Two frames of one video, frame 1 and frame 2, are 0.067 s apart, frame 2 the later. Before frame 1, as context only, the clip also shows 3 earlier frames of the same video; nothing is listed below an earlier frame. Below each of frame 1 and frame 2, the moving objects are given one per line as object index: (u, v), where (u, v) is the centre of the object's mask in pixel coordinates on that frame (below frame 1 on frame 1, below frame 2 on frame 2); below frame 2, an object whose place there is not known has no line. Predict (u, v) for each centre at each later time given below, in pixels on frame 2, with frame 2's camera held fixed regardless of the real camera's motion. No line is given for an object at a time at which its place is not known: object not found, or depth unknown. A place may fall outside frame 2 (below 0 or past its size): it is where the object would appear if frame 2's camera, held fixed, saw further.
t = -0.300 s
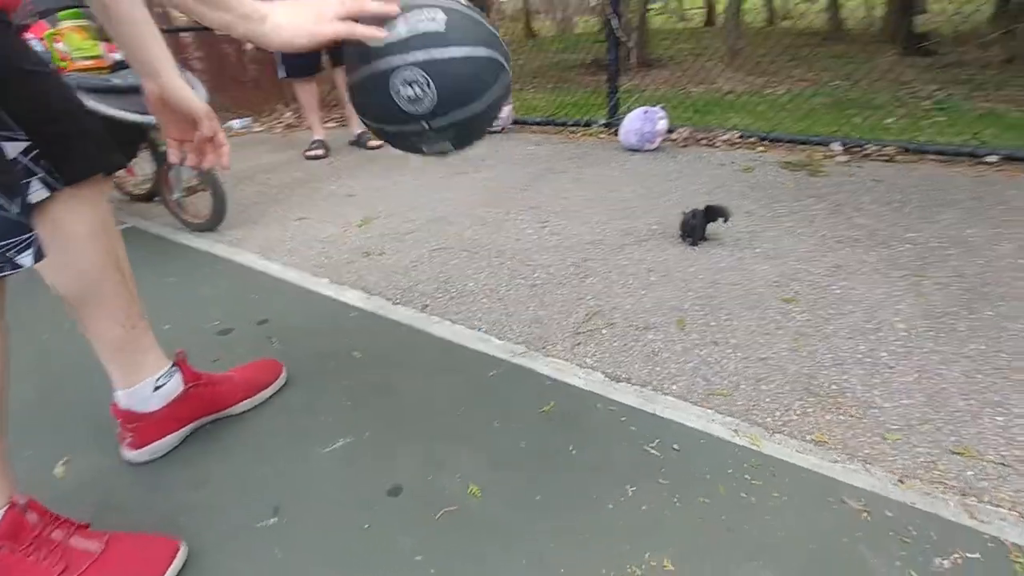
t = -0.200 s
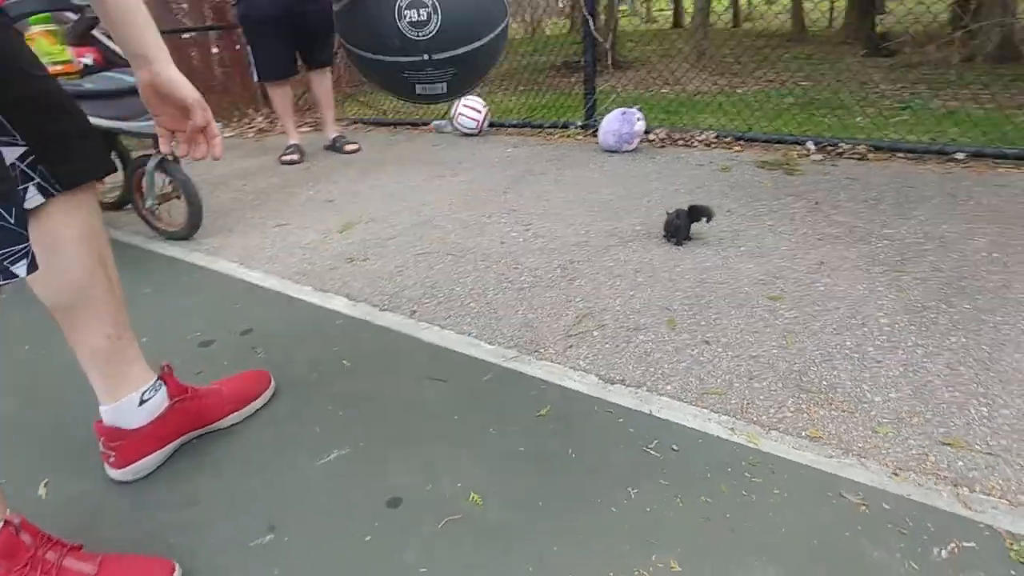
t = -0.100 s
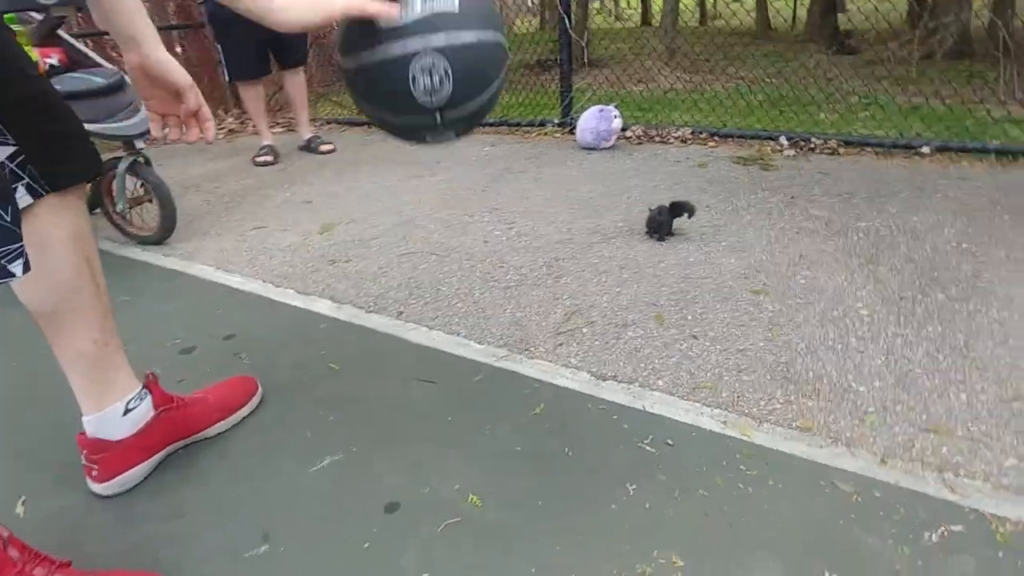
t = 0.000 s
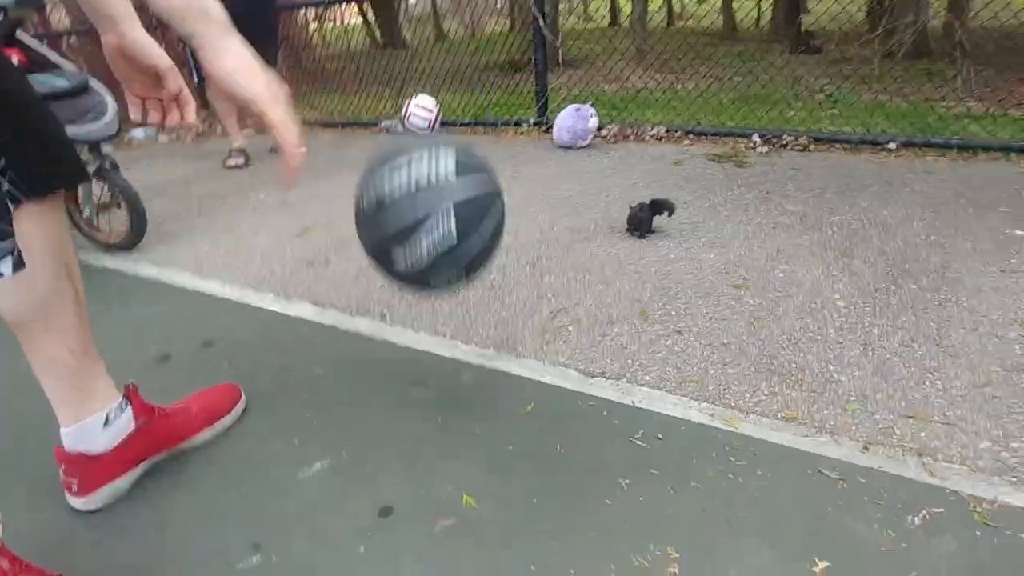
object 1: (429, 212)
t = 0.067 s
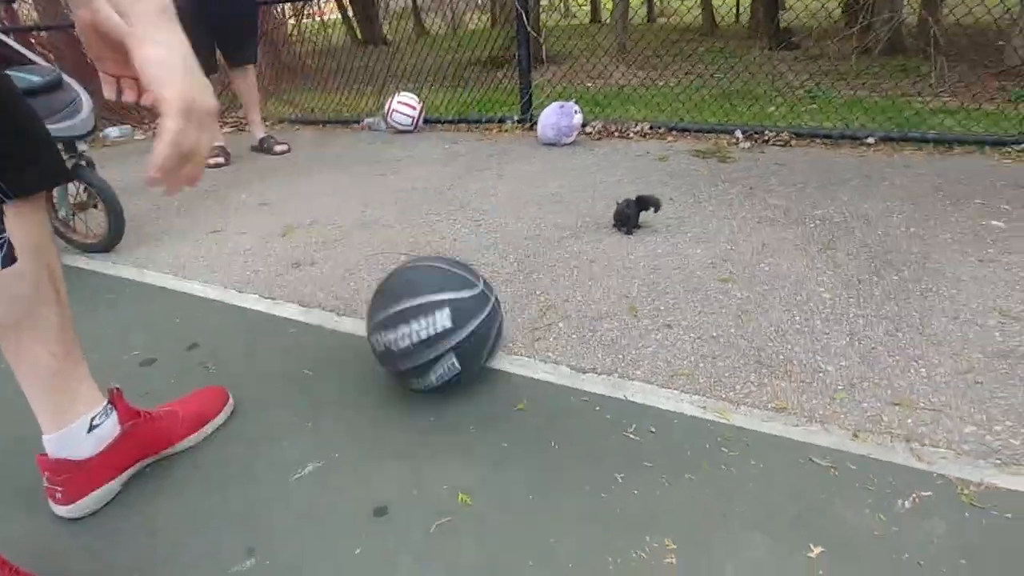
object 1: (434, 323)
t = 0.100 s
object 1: (424, 277)
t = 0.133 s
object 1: (413, 231)
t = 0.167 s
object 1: (402, 188)
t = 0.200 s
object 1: (389, 144)
